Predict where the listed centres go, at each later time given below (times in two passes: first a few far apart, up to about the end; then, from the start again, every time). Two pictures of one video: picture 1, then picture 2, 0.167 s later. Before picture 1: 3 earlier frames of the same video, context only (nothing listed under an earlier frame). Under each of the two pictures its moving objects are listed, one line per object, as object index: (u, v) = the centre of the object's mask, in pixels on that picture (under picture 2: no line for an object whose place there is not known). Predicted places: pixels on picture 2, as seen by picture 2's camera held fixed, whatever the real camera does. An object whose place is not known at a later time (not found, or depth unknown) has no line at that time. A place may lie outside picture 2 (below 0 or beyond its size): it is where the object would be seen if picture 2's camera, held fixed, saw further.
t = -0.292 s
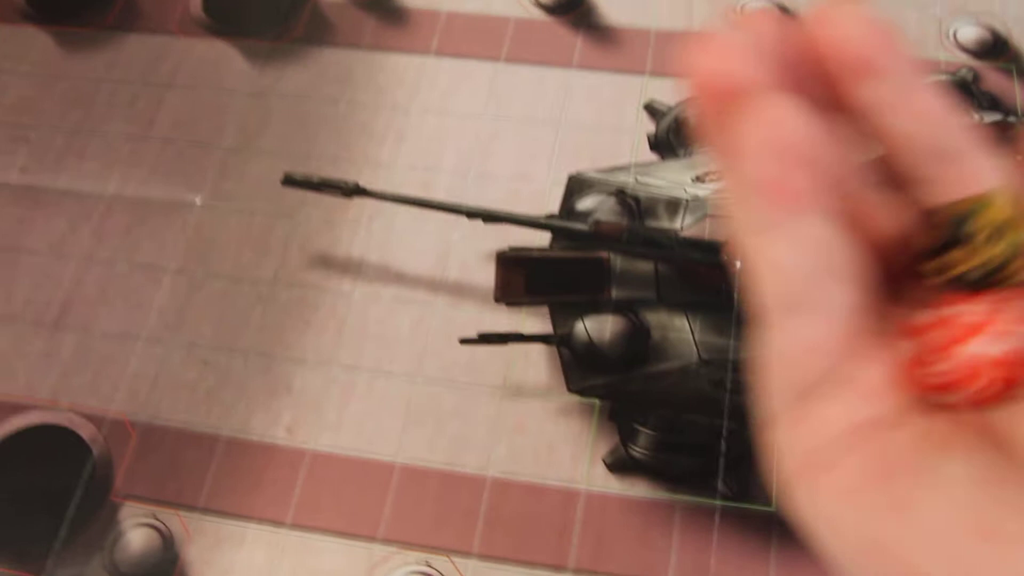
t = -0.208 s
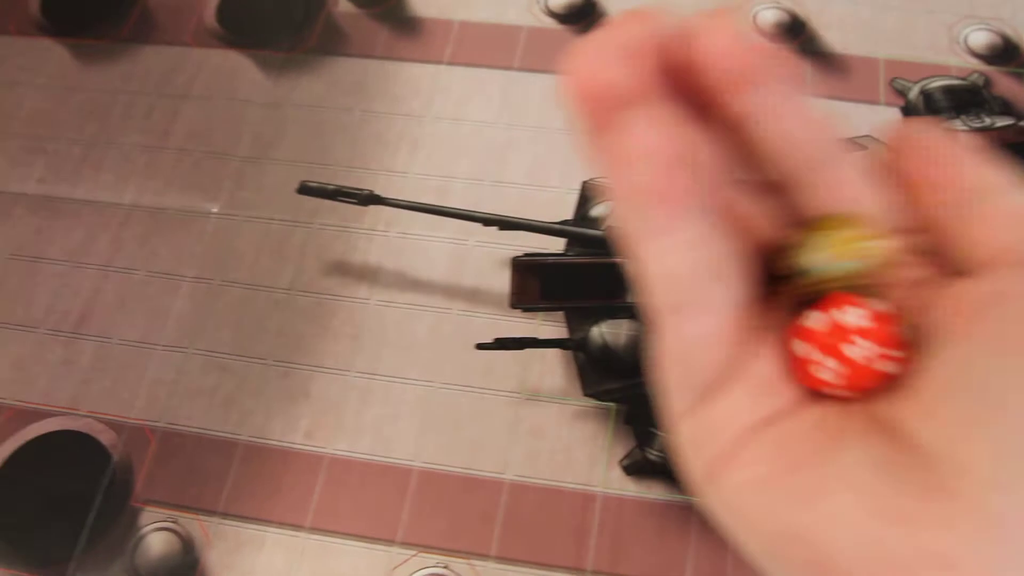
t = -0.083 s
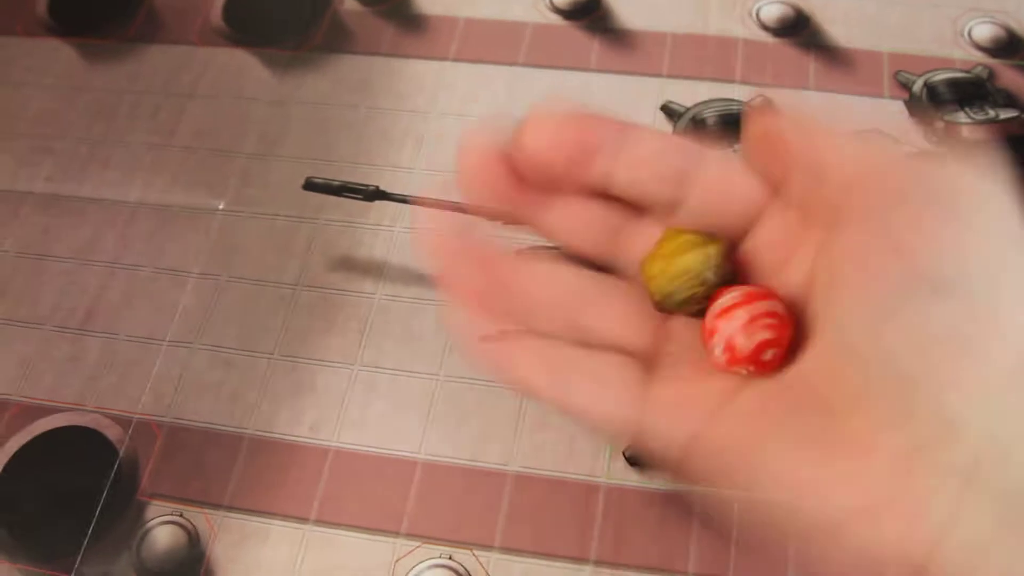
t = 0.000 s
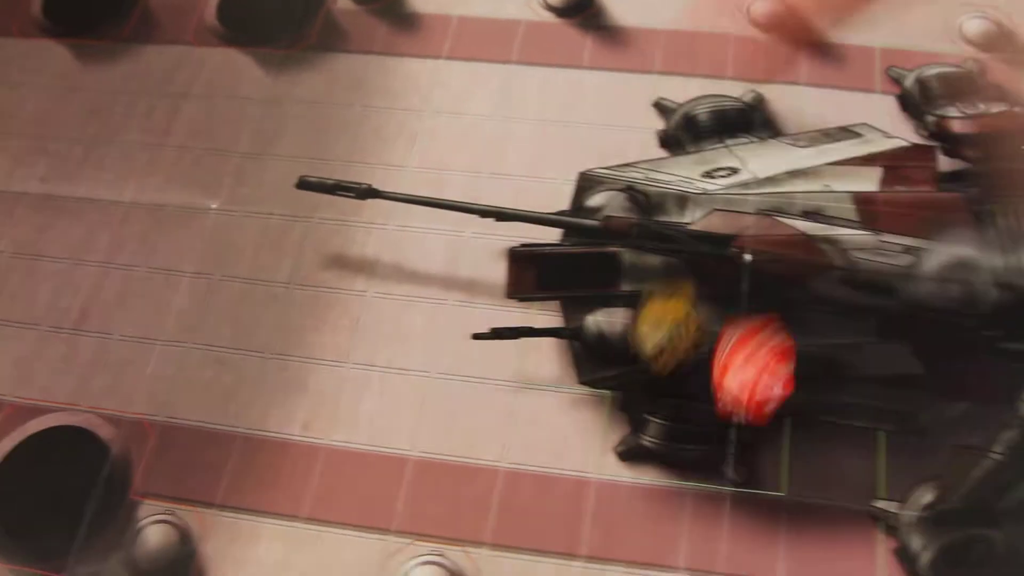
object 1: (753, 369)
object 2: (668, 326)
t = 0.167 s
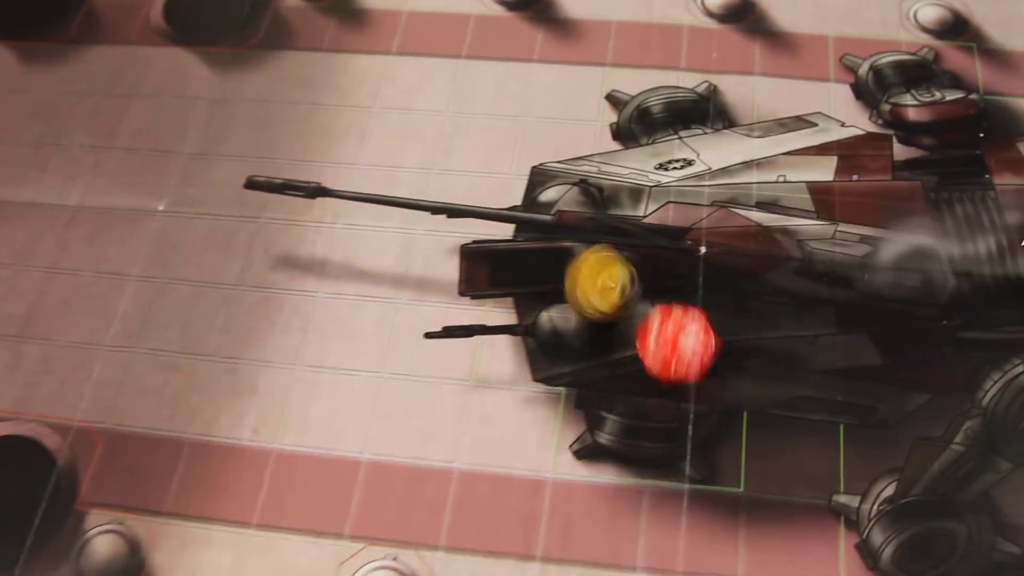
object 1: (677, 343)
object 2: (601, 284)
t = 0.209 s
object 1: (672, 321)
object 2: (600, 273)
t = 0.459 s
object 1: (668, 270)
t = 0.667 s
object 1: (668, 270)
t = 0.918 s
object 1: (668, 270)
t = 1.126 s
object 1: (668, 270)
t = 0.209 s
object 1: (672, 321)
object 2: (600, 273)
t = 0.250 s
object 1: (670, 301)
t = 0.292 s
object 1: (668, 285)
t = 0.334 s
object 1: (660, 268)
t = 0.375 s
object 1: (668, 271)
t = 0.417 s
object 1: (668, 270)
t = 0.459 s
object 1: (668, 270)
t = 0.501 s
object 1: (668, 270)
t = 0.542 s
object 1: (668, 270)
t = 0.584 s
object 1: (668, 270)
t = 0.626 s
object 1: (668, 270)
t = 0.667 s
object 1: (668, 270)
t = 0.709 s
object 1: (668, 270)
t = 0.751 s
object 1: (668, 270)
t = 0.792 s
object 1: (668, 270)
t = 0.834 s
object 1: (668, 270)
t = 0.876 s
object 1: (668, 270)
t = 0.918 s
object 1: (668, 270)
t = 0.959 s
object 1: (669, 270)
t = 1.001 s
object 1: (668, 270)
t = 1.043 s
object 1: (668, 270)
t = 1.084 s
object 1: (668, 270)
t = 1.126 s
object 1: (668, 270)
